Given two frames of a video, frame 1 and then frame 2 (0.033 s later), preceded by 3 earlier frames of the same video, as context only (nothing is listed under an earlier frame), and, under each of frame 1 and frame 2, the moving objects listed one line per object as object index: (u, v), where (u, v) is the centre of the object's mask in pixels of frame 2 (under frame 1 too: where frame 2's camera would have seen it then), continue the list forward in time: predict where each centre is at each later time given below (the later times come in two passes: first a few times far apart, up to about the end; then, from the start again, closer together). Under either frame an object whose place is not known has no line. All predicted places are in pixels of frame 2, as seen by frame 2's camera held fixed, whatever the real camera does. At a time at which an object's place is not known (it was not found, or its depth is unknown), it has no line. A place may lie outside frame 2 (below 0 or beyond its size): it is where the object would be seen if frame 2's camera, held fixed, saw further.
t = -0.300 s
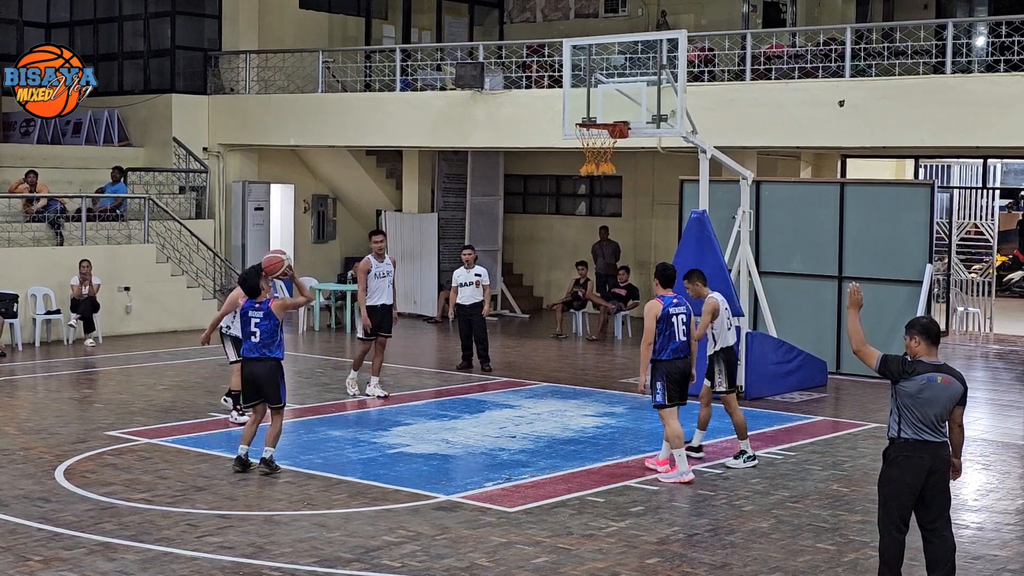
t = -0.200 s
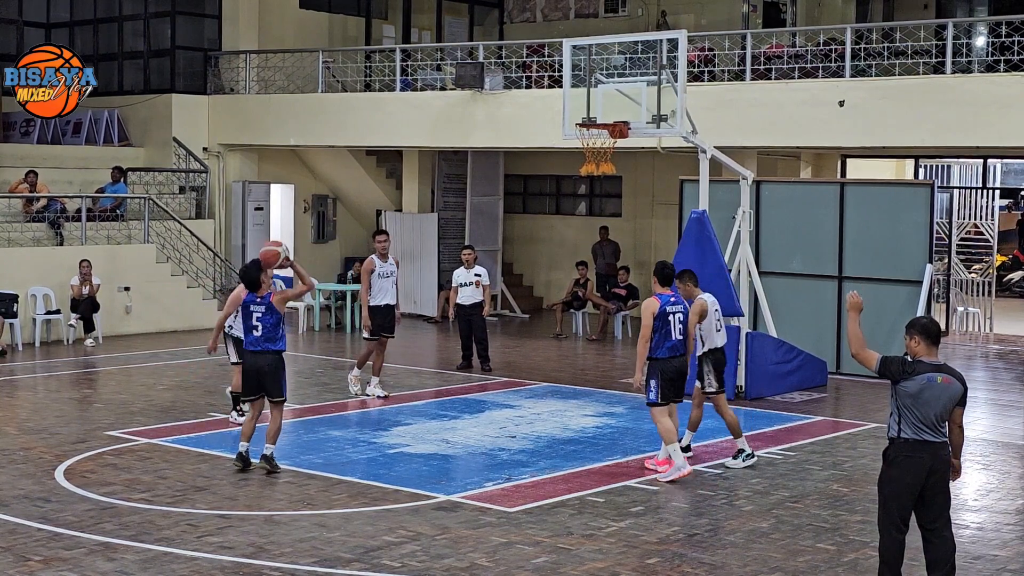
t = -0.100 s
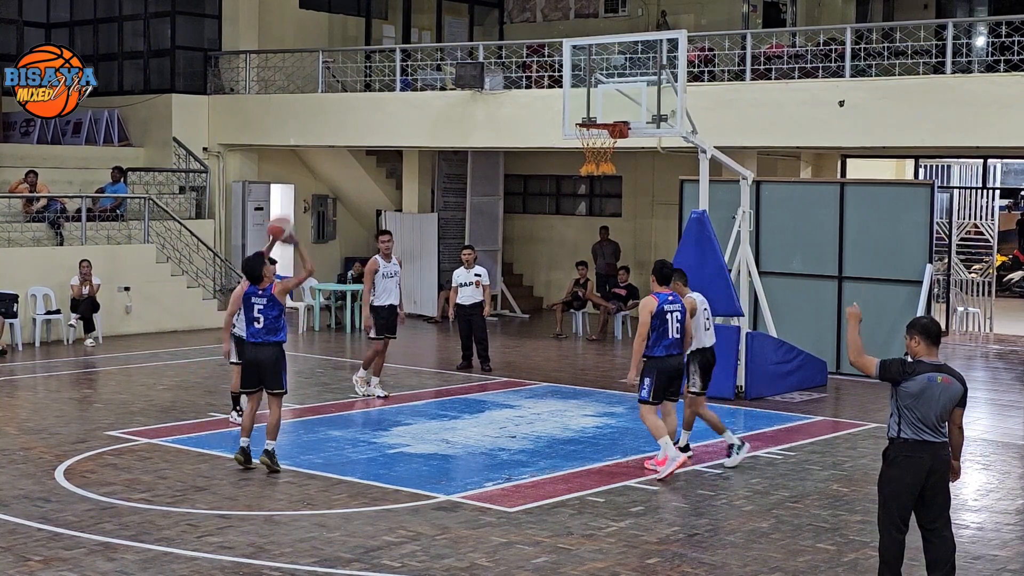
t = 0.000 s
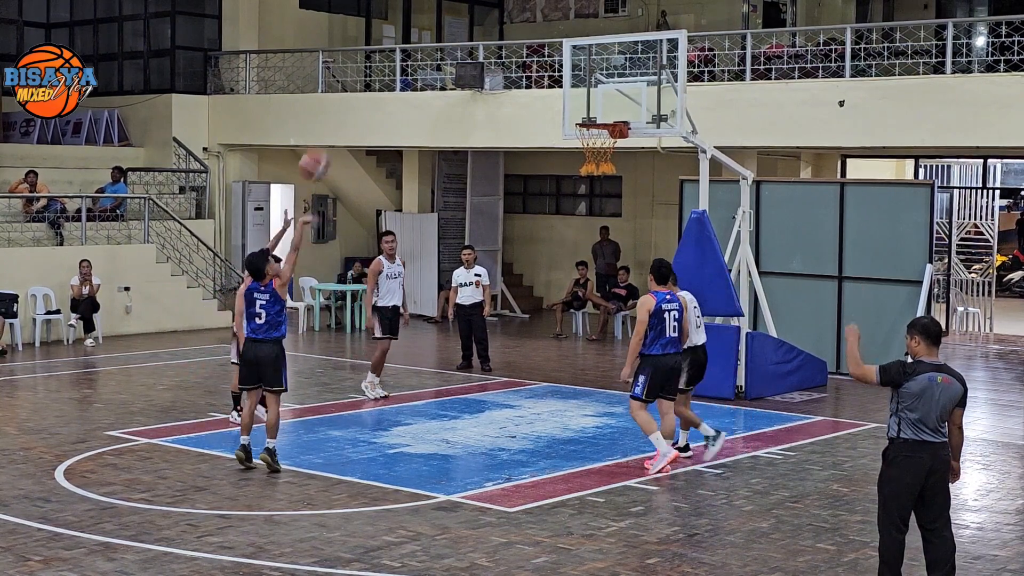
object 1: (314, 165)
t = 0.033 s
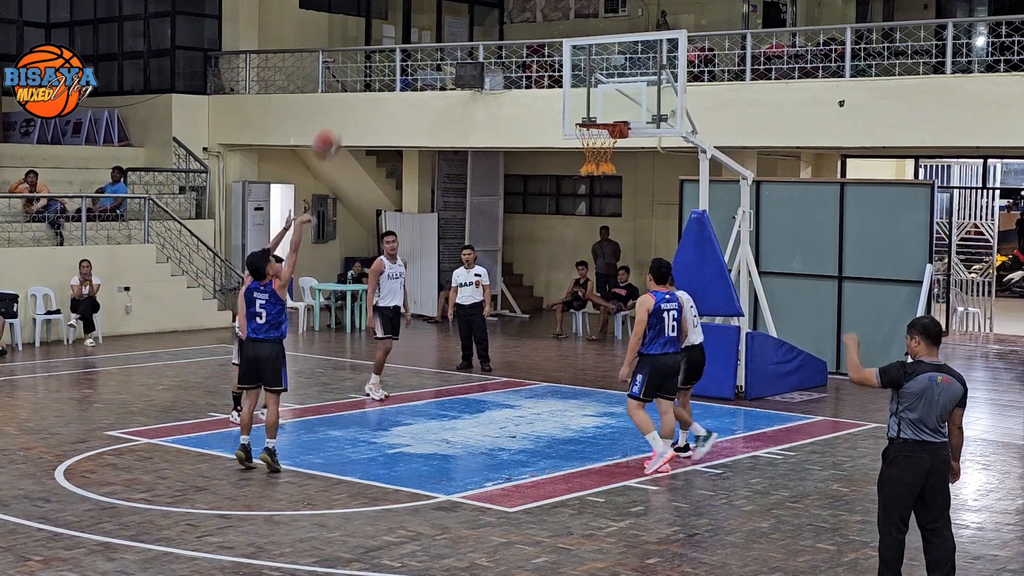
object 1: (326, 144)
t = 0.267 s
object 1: (408, 41)
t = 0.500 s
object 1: (479, 11)
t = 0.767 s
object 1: (551, 43)
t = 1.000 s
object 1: (602, 120)
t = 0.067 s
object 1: (339, 125)
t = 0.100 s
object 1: (351, 107)
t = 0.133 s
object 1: (363, 90)
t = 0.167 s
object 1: (373, 77)
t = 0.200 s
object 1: (385, 64)
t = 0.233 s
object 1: (396, 52)
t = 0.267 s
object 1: (408, 41)
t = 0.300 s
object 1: (419, 33)
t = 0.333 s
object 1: (430, 26)
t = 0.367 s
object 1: (440, 20)
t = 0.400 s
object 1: (450, 16)
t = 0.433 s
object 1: (460, 13)
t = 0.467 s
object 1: (470, 12)
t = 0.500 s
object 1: (479, 11)
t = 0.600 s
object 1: (507, 15)
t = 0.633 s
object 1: (516, 18)
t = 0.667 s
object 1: (525, 22)
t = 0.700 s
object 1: (534, 29)
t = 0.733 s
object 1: (542, 35)
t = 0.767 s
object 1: (551, 43)
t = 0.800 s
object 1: (559, 52)
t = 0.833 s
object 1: (567, 62)
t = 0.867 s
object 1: (575, 74)
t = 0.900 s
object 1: (582, 85)
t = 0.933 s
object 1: (590, 98)
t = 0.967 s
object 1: (598, 111)
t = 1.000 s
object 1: (602, 120)
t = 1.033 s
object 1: (601, 124)
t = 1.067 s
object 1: (599, 125)
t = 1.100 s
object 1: (594, 126)
